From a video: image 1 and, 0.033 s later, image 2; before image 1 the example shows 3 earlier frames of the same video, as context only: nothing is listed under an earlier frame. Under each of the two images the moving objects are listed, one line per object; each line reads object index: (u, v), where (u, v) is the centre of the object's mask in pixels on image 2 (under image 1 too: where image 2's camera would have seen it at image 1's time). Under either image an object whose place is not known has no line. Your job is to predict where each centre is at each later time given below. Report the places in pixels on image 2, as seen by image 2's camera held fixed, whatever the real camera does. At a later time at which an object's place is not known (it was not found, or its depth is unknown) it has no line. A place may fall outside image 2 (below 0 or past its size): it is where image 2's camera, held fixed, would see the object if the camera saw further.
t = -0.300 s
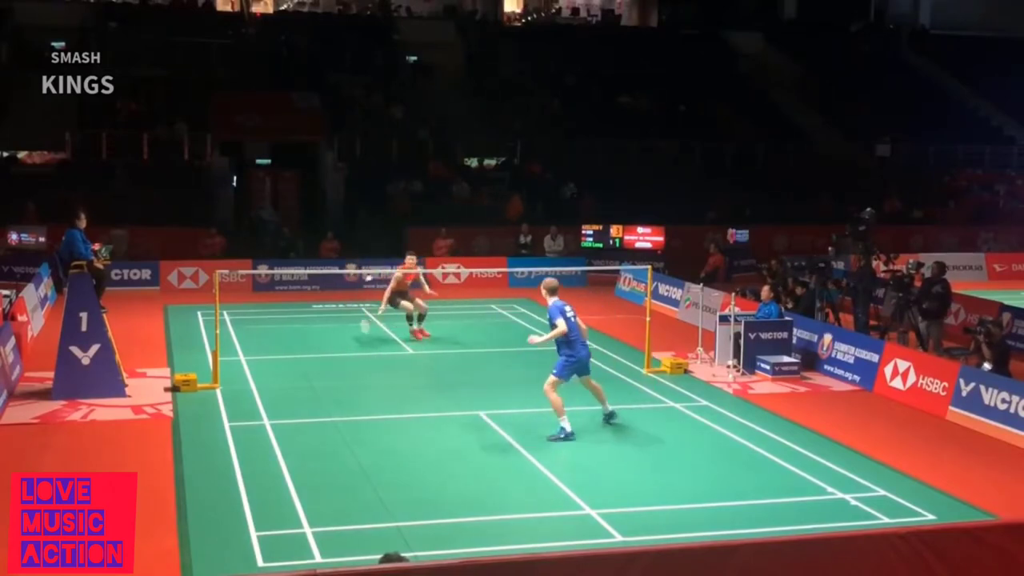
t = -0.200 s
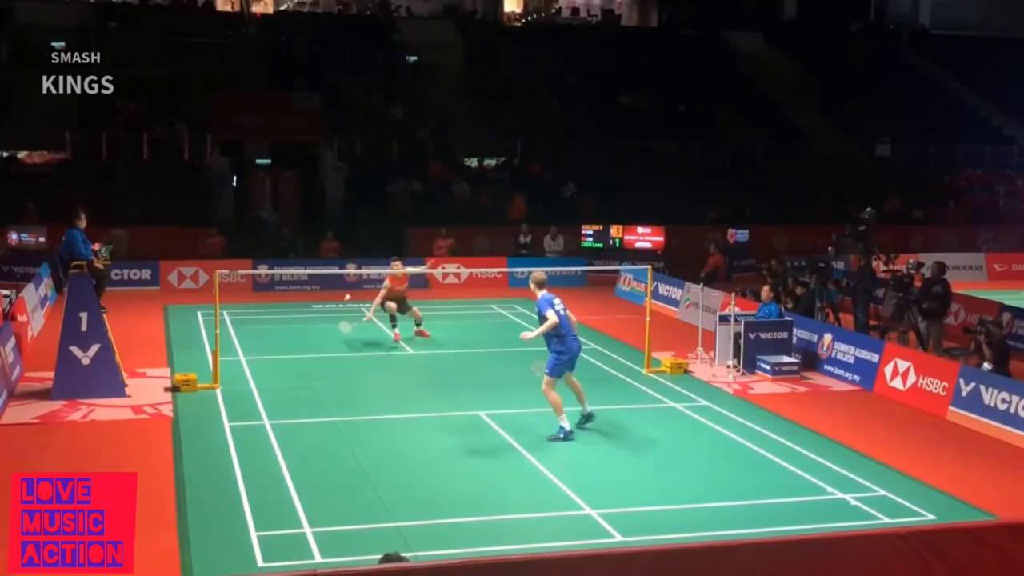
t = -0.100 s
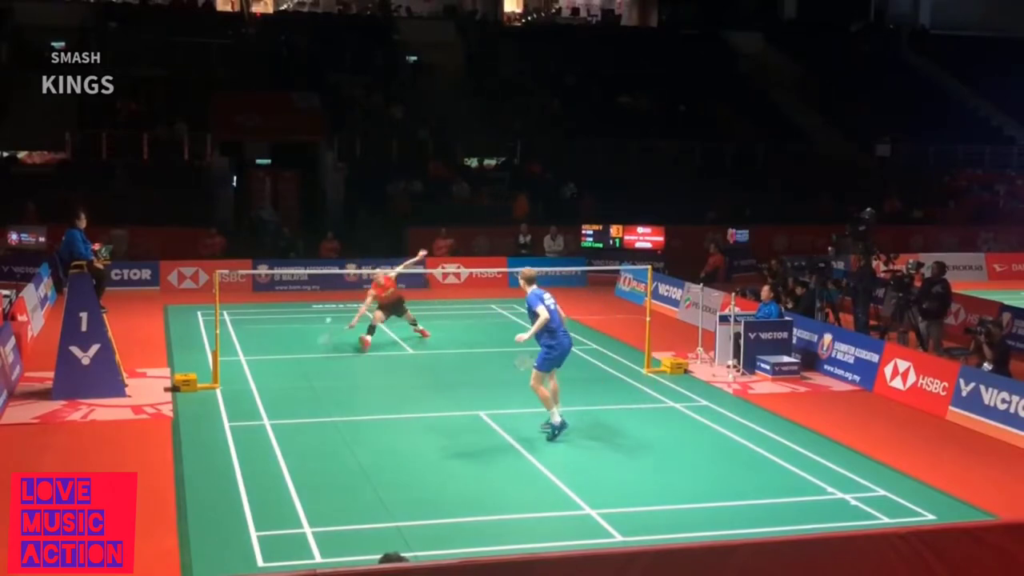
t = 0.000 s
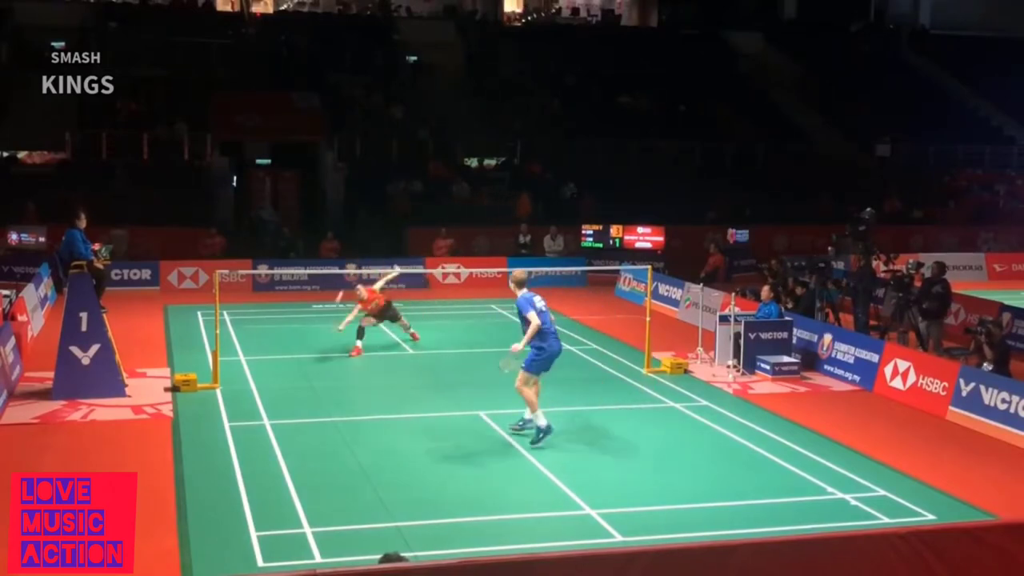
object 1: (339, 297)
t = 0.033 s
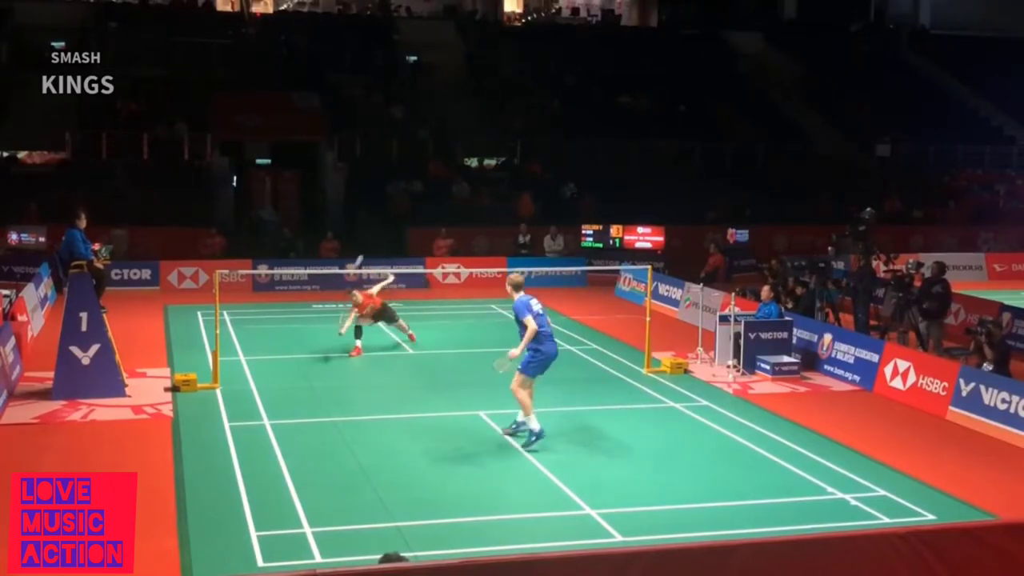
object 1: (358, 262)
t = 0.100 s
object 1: (392, 205)
